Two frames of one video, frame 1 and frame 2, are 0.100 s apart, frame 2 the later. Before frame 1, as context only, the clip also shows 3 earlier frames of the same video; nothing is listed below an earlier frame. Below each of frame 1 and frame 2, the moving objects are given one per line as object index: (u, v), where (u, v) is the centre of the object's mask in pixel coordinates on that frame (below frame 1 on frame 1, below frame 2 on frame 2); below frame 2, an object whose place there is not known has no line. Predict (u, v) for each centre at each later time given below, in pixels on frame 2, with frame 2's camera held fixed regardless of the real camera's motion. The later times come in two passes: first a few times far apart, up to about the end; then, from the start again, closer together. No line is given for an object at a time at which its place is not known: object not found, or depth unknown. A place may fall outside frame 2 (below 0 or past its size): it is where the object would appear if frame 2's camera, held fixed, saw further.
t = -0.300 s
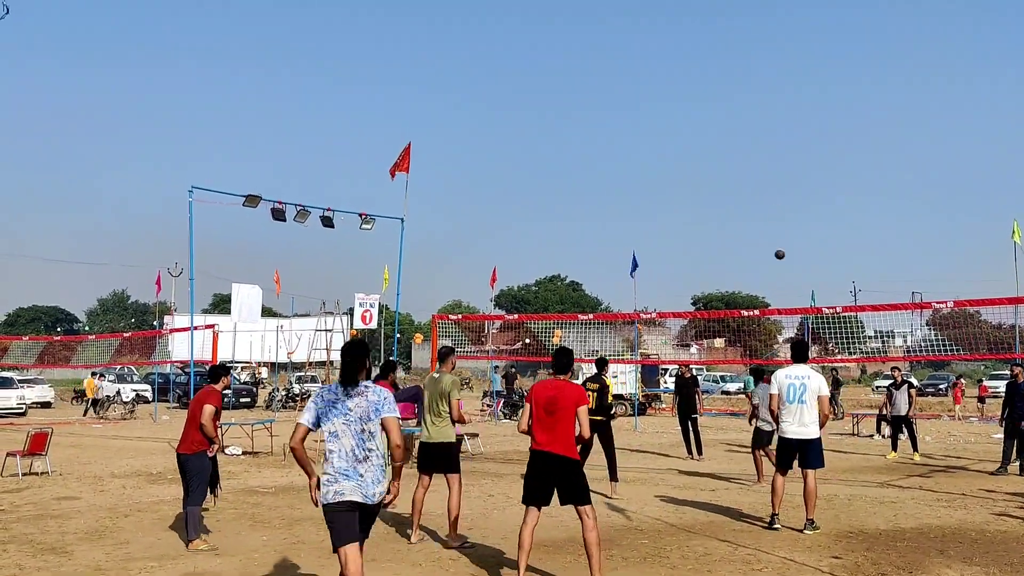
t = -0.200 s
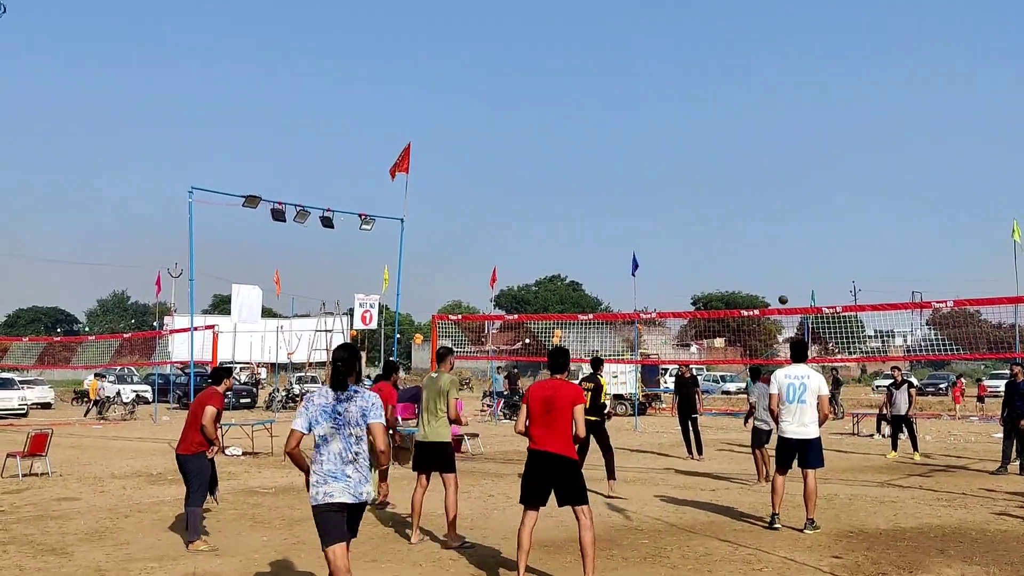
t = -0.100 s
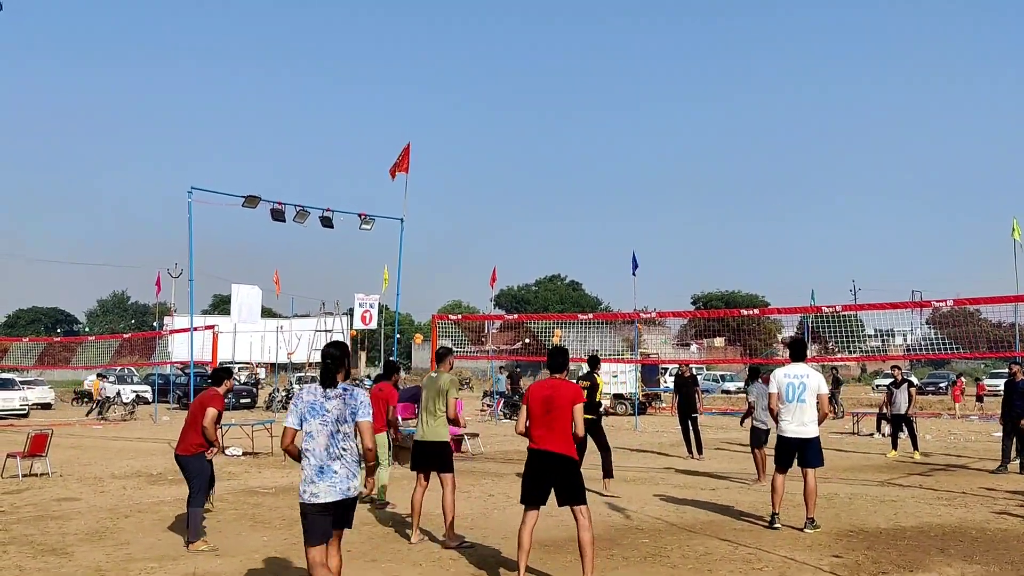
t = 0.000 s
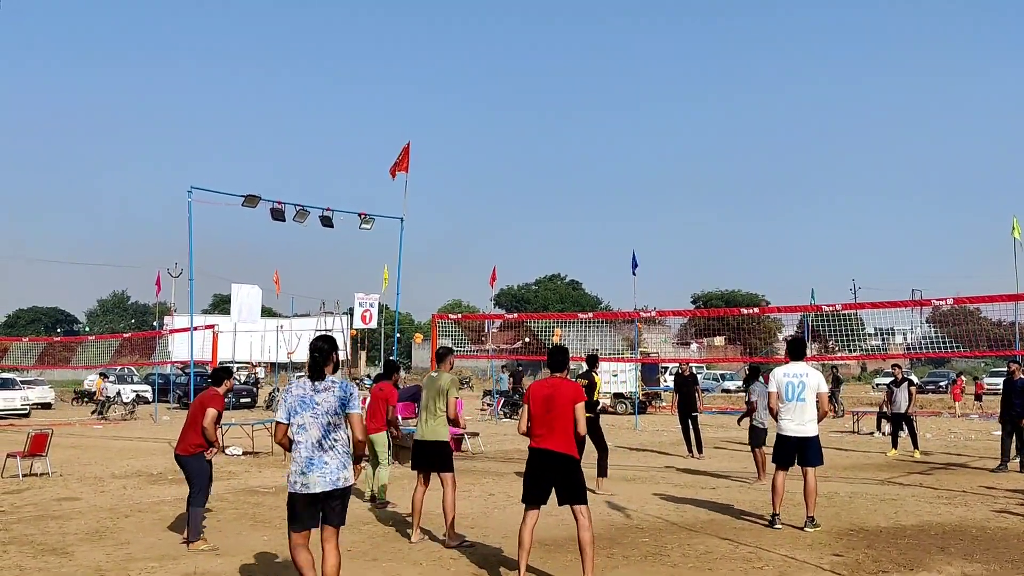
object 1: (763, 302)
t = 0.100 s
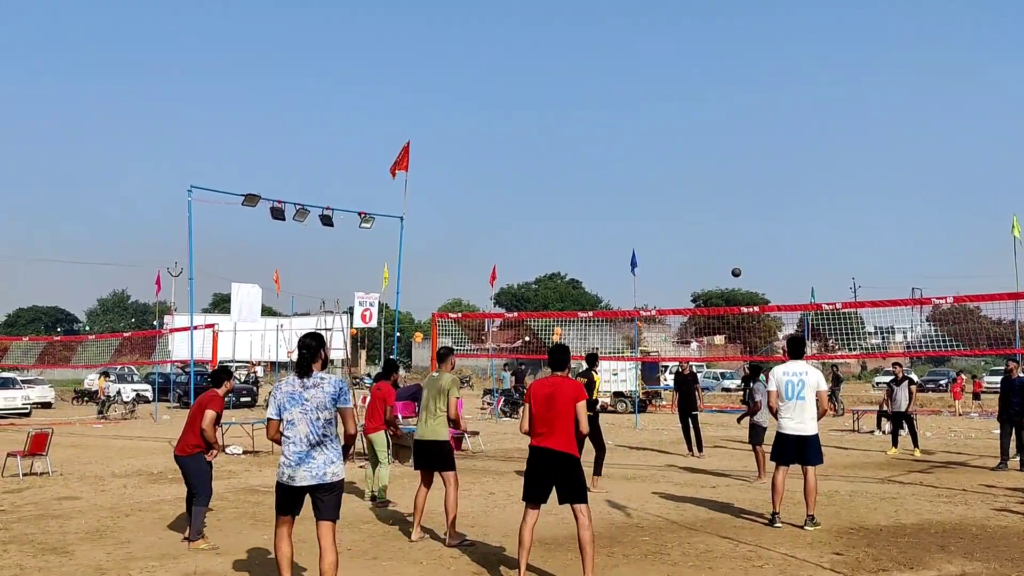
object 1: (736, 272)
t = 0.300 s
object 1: (680, 223)
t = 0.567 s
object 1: (589, 188)
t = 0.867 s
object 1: (455, 209)
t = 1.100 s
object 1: (314, 292)
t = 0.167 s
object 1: (718, 254)
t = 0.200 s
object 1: (709, 245)
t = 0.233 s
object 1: (699, 237)
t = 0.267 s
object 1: (689, 230)
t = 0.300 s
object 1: (680, 223)
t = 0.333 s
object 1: (670, 216)
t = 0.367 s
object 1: (659, 210)
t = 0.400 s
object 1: (648, 205)
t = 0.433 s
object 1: (637, 201)
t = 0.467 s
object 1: (626, 196)
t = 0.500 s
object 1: (614, 193)
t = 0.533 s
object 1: (601, 190)
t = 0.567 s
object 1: (589, 188)
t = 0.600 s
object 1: (576, 187)
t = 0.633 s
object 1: (562, 186)
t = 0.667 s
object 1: (548, 186)
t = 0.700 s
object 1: (534, 188)
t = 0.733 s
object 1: (519, 190)
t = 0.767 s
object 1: (504, 192)
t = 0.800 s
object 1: (488, 197)
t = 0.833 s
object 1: (471, 202)
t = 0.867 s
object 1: (455, 209)
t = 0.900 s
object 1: (437, 216)
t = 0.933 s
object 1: (418, 225)
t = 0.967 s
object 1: (399, 235)
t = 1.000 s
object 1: (380, 247)
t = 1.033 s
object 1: (359, 260)
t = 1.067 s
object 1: (337, 275)
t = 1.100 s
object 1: (314, 292)
